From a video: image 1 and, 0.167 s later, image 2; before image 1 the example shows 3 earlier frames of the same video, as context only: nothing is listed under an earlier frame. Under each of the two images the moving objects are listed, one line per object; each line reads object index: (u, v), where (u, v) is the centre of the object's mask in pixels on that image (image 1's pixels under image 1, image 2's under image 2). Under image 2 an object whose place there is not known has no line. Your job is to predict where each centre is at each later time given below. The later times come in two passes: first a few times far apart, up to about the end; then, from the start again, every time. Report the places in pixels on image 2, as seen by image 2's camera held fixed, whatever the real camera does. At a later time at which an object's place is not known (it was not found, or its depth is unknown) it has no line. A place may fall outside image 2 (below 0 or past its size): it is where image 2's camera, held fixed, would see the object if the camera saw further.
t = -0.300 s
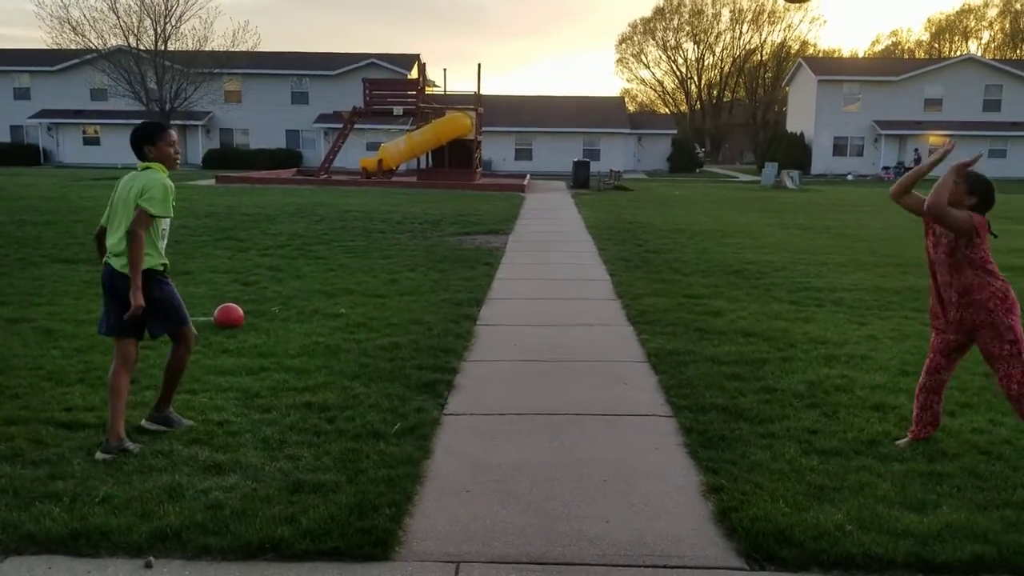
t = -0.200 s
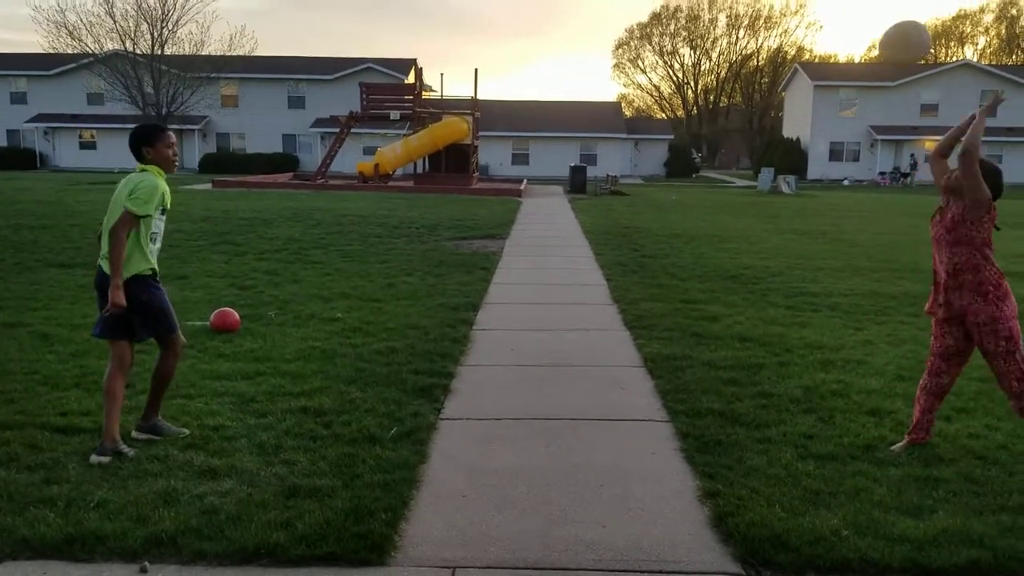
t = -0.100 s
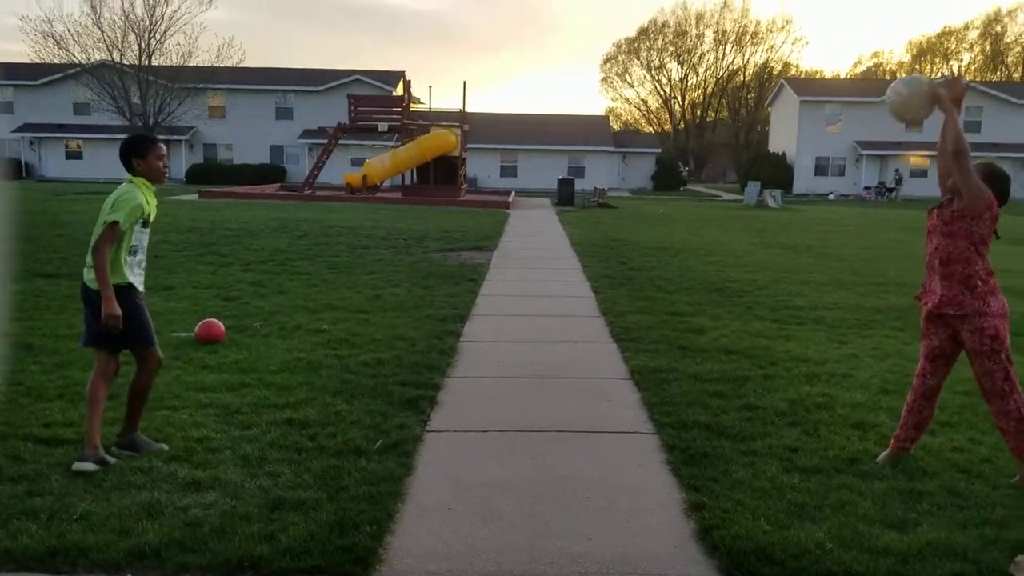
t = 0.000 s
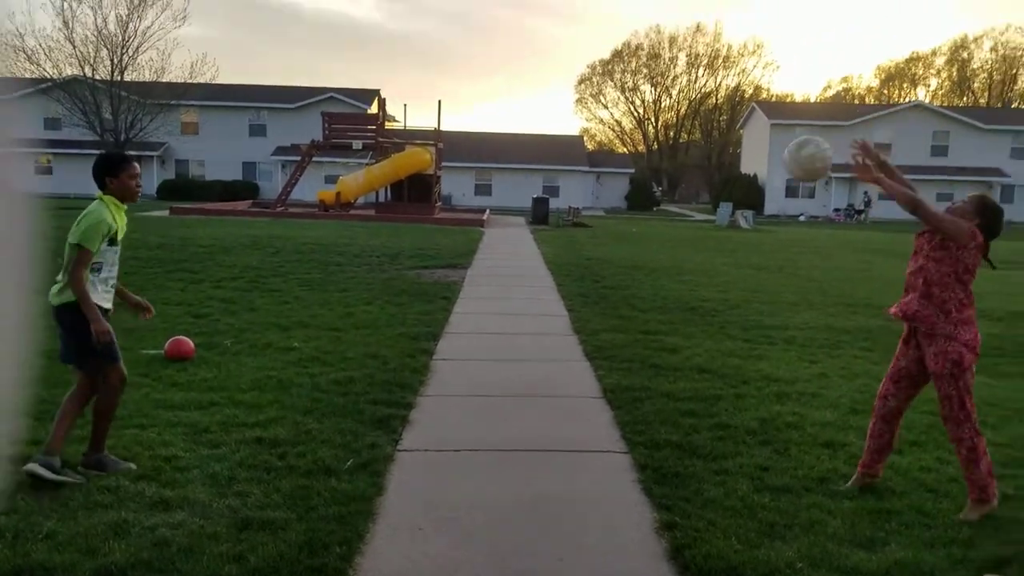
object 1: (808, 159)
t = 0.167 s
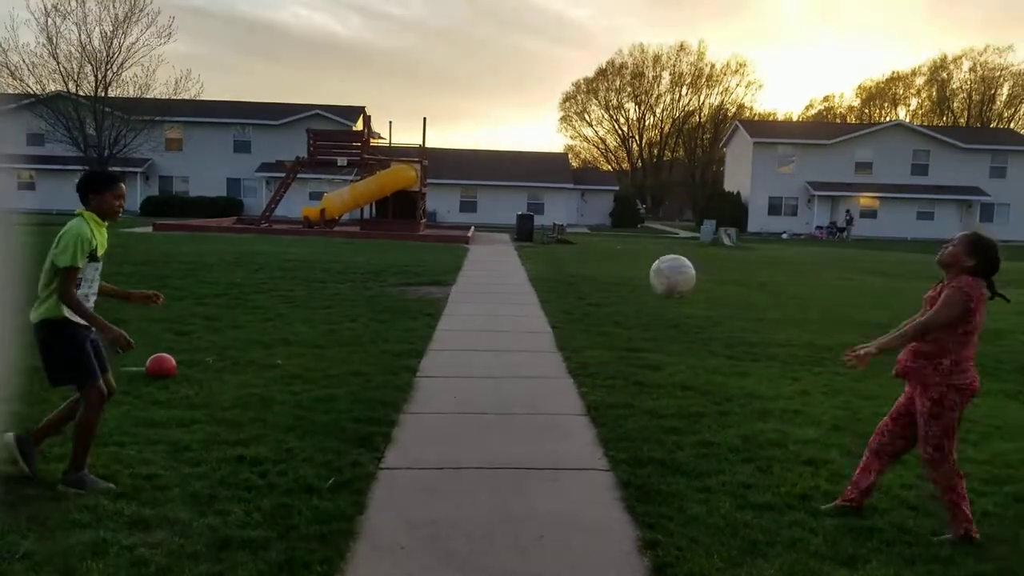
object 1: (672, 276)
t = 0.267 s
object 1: (604, 357)
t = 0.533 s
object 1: (460, 353)
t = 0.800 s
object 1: (326, 254)
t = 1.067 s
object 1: (184, 304)
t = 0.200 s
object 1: (649, 302)
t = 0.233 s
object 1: (627, 328)
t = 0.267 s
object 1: (604, 357)
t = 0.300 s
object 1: (583, 389)
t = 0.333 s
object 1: (561, 421)
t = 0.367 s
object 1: (540, 455)
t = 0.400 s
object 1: (523, 459)
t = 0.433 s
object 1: (506, 429)
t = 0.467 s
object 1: (491, 401)
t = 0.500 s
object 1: (476, 376)
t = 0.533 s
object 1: (460, 353)
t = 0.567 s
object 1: (443, 332)
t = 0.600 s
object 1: (427, 314)
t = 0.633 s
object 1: (411, 298)
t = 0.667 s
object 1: (395, 285)
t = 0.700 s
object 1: (378, 273)
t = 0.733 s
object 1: (361, 266)
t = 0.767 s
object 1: (344, 258)
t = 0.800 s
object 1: (326, 254)
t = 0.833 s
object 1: (309, 252)
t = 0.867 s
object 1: (291, 252)
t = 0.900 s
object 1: (273, 254)
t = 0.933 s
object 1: (255, 260)
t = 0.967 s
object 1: (238, 267)
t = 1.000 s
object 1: (220, 278)
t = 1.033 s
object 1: (202, 289)
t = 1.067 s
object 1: (184, 304)
